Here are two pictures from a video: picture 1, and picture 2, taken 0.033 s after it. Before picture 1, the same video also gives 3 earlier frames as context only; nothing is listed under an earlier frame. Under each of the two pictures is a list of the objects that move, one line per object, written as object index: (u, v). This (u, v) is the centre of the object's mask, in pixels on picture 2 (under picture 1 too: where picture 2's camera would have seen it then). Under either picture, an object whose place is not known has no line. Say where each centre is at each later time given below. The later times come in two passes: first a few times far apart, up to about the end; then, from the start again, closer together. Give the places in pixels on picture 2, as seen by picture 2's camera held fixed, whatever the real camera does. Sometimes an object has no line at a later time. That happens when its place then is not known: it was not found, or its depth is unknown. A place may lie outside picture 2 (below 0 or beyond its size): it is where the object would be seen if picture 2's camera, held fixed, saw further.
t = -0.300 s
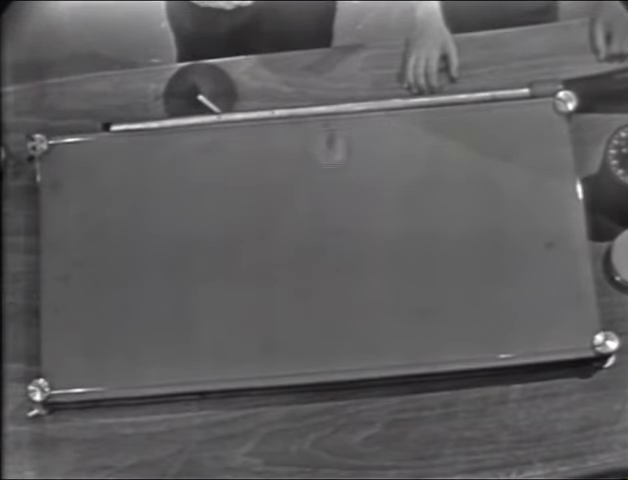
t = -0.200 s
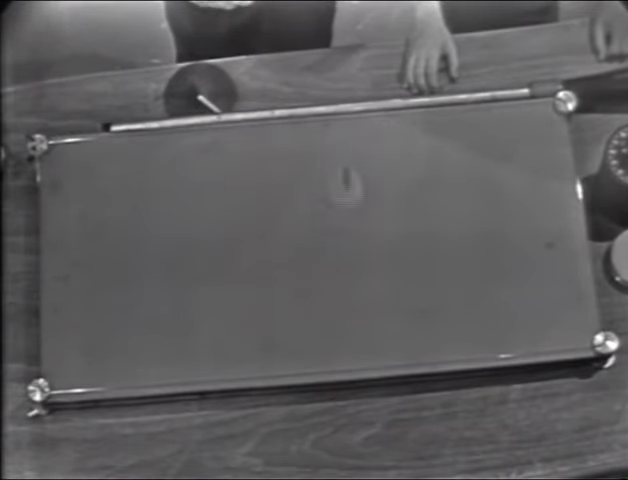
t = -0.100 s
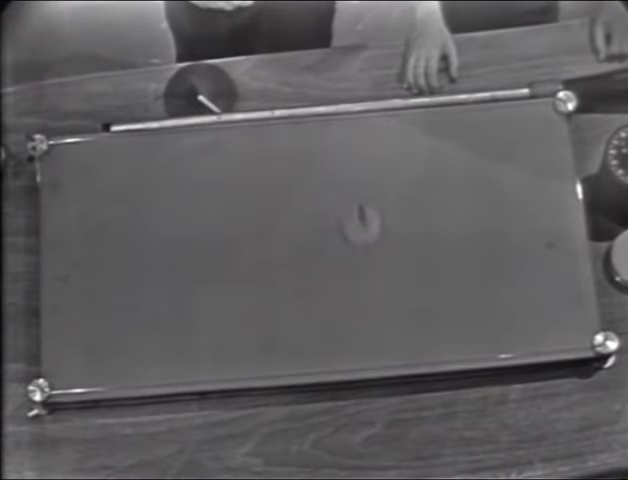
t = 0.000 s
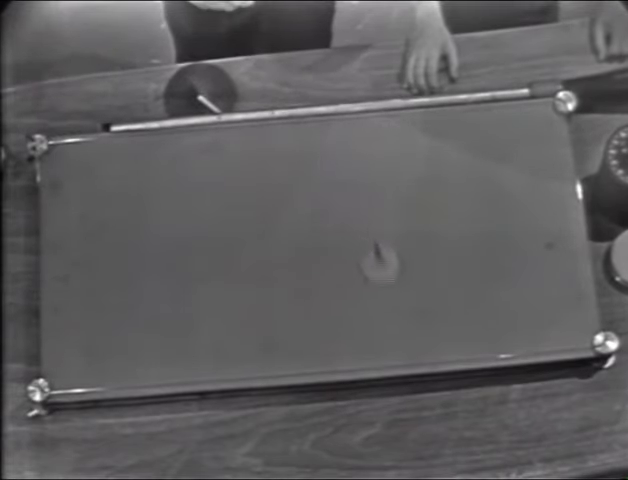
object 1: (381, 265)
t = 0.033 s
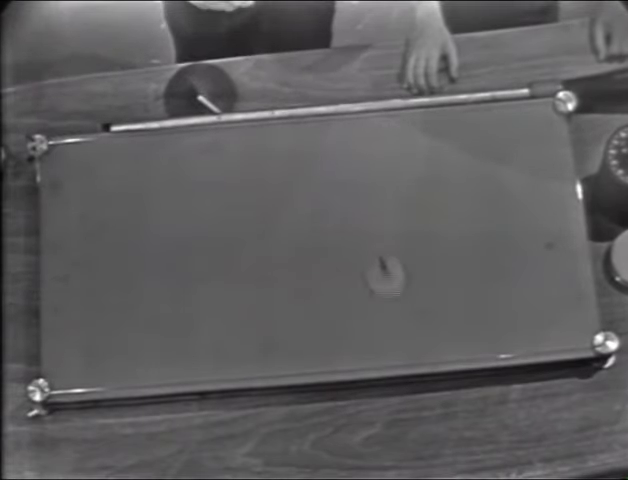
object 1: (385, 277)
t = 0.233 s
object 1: (420, 347)
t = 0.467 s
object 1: (432, 254)
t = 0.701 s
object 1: (441, 168)
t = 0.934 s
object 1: (455, 171)
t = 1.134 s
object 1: (468, 243)
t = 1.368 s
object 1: (484, 328)
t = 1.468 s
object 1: (485, 326)
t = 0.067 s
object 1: (391, 291)
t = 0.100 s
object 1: (396, 303)
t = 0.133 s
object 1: (403, 316)
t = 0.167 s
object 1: (408, 328)
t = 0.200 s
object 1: (415, 342)
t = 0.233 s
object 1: (420, 347)
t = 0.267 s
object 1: (422, 332)
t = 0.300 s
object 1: (424, 319)
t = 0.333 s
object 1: (425, 305)
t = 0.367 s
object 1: (426, 292)
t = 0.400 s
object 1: (428, 280)
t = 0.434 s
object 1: (430, 266)
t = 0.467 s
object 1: (432, 254)
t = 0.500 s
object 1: (434, 241)
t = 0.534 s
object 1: (435, 229)
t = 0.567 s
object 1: (436, 217)
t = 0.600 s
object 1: (437, 204)
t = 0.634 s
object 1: (440, 192)
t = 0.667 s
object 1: (441, 181)
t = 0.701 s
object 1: (441, 168)
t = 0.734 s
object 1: (443, 155)
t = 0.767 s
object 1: (445, 141)
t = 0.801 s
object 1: (445, 129)
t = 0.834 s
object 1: (446, 134)
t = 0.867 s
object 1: (452, 148)
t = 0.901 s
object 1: (452, 158)
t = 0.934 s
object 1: (455, 171)
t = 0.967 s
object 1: (455, 178)
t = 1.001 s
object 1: (458, 193)
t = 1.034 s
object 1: (459, 201)
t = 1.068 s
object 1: (464, 218)
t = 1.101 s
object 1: (466, 231)
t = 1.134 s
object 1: (468, 243)
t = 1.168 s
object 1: (470, 256)
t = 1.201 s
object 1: (472, 267)
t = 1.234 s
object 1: (475, 278)
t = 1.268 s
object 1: (477, 292)
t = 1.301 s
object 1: (480, 304)
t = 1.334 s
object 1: (481, 315)
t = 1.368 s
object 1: (484, 328)
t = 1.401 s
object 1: (486, 338)
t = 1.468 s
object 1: (485, 326)
